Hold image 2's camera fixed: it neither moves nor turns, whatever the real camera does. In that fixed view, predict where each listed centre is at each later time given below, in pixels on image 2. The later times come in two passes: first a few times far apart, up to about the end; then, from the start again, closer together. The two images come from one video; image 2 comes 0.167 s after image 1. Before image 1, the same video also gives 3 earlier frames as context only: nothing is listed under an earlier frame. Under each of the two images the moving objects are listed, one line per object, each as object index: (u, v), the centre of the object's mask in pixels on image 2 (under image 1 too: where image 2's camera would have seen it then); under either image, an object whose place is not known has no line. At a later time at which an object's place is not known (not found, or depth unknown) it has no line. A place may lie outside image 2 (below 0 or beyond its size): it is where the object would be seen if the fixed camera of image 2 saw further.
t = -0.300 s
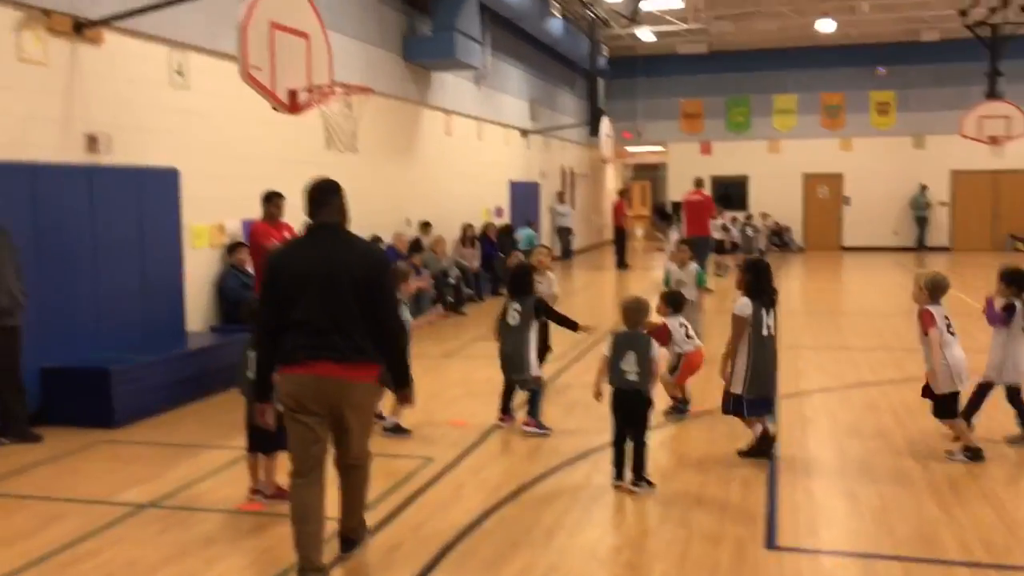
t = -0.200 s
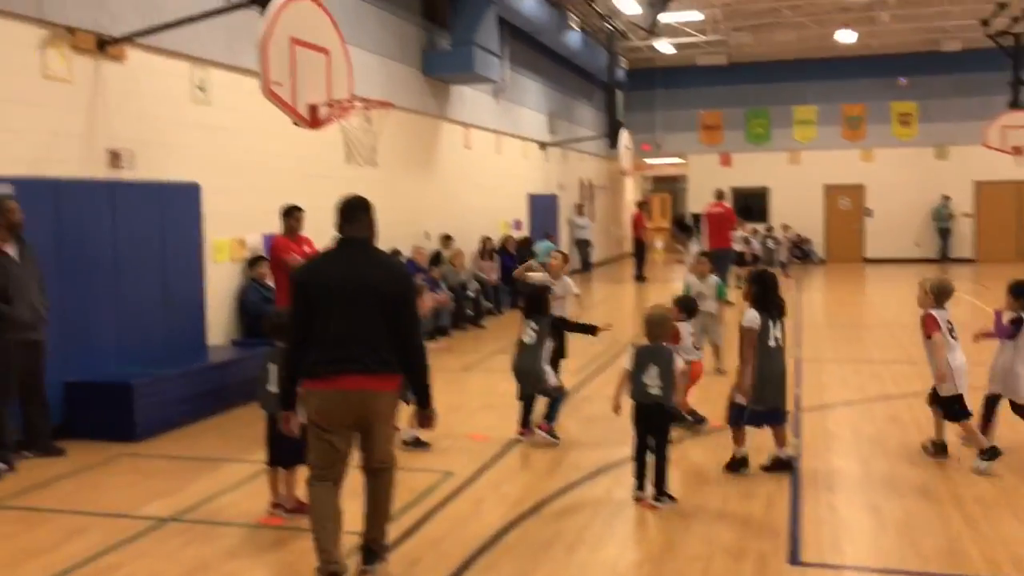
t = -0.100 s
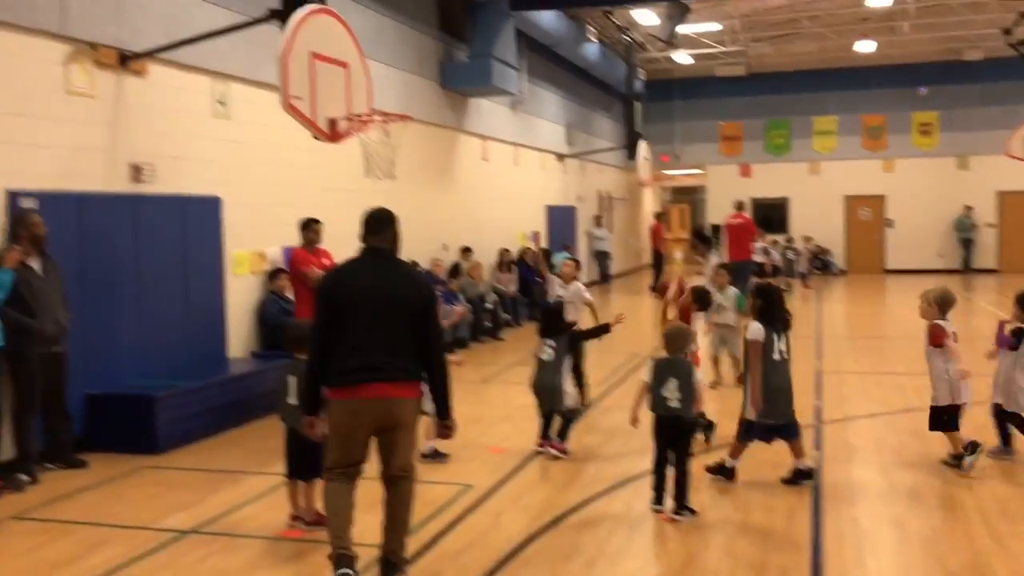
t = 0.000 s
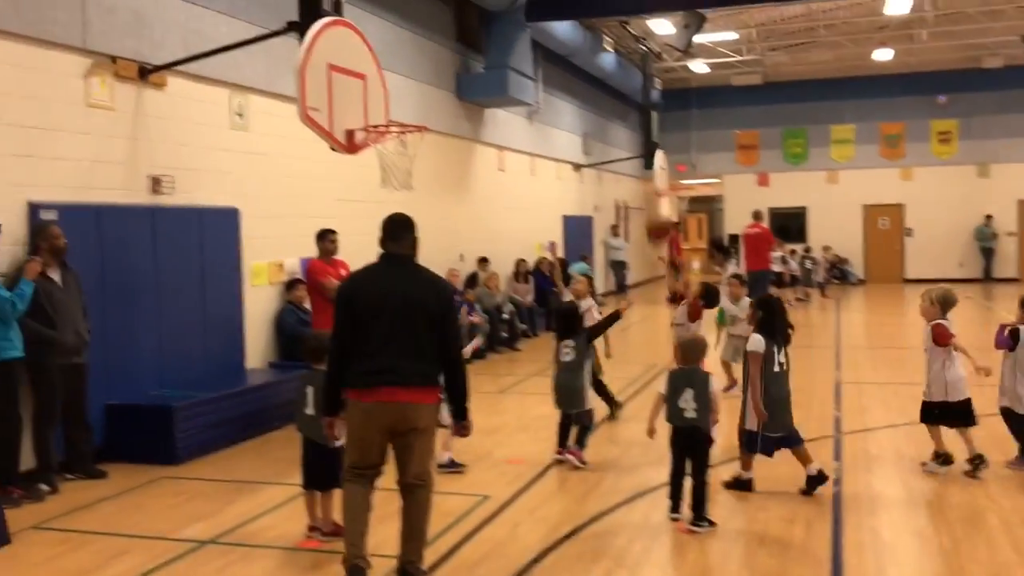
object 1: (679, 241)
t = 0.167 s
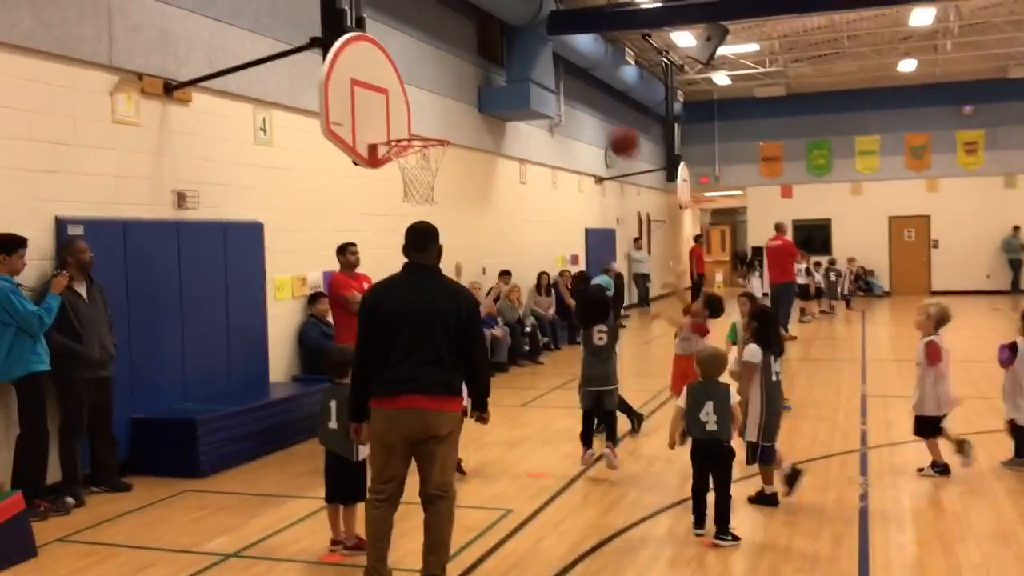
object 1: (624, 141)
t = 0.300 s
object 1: (580, 87)
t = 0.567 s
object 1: (493, 51)
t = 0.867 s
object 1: (398, 120)
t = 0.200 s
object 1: (612, 125)
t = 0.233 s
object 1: (601, 110)
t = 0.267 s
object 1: (590, 98)
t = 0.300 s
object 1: (580, 87)
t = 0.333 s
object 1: (568, 78)
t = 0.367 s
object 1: (559, 70)
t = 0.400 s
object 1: (546, 62)
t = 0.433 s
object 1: (535, 57)
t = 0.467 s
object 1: (524, 53)
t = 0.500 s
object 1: (513, 52)
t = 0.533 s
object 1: (502, 52)
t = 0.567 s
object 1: (493, 51)
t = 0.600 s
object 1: (482, 53)
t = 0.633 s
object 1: (471, 56)
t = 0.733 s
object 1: (439, 76)
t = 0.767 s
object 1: (429, 84)
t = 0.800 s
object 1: (418, 95)
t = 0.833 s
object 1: (408, 106)
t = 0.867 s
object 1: (398, 120)
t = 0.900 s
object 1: (389, 129)
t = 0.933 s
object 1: (386, 118)
